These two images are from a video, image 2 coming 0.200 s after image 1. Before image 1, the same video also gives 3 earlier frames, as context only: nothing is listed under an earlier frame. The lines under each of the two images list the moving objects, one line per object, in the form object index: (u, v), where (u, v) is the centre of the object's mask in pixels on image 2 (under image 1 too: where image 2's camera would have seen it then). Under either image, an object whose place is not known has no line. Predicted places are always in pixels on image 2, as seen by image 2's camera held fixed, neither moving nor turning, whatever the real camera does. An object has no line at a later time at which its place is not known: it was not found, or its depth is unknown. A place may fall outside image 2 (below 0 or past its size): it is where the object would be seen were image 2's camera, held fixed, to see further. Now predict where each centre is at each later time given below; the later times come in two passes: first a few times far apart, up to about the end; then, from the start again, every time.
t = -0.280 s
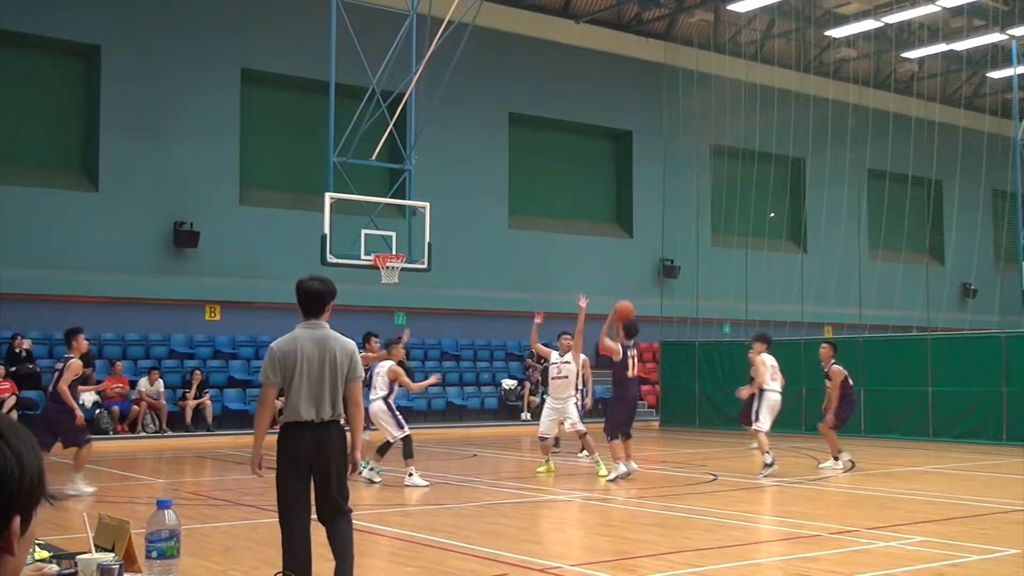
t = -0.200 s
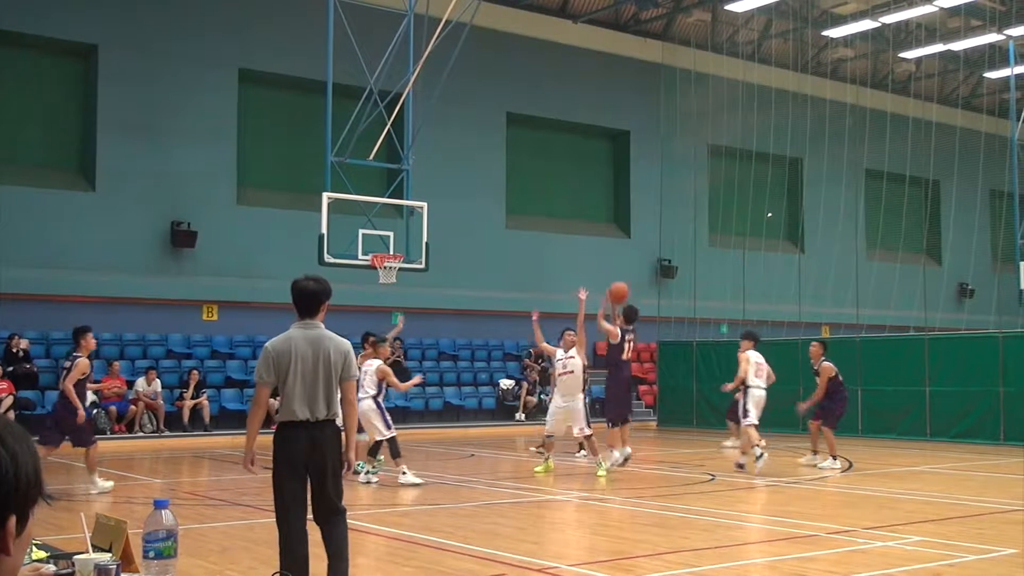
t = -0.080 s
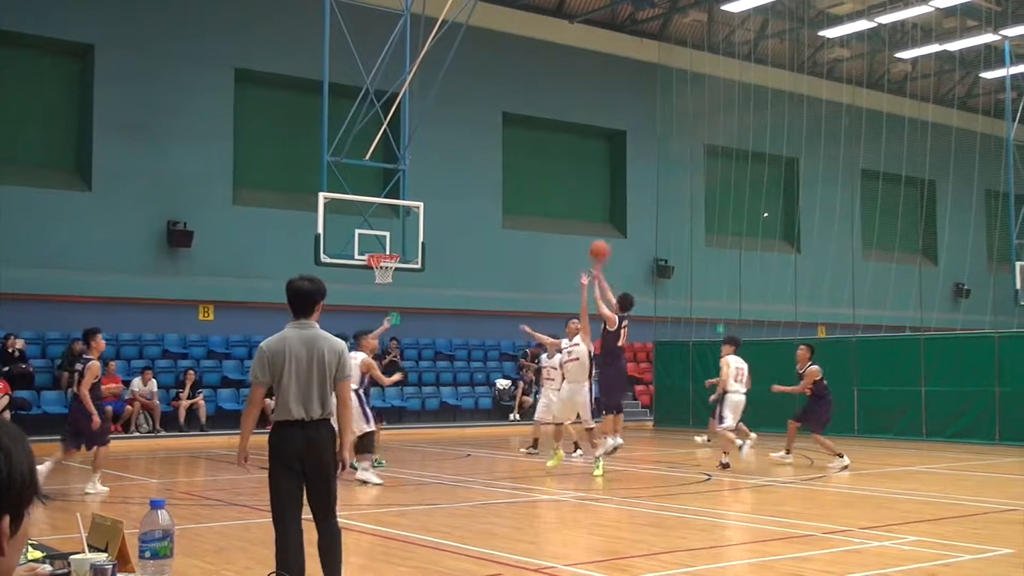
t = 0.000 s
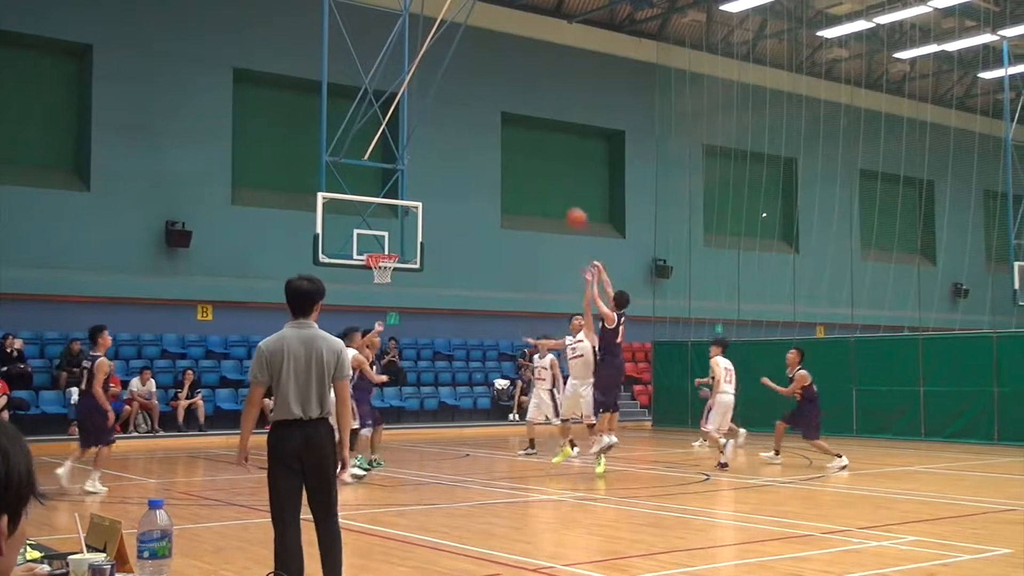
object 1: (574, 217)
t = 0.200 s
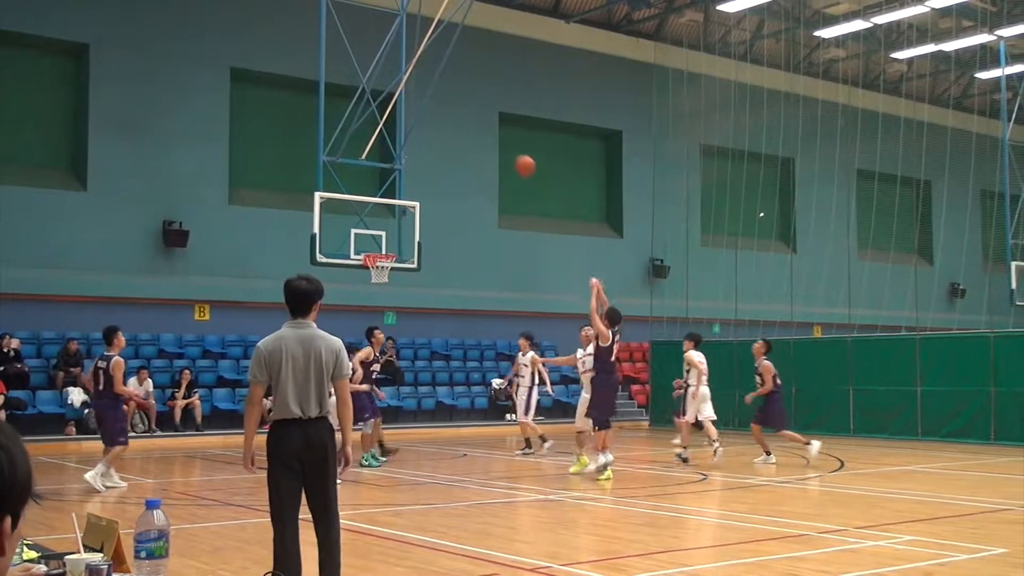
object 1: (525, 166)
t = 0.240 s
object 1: (516, 159)
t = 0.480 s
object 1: (465, 144)
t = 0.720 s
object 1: (420, 169)
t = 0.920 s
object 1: (384, 215)
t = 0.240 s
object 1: (516, 159)
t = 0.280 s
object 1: (507, 153)
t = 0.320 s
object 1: (499, 149)
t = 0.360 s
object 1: (490, 145)
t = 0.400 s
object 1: (481, 144)
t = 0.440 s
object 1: (473, 144)
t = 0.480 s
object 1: (465, 144)
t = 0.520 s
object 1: (457, 146)
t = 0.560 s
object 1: (449, 148)
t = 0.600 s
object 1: (441, 152)
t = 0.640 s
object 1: (434, 157)
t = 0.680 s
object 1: (426, 162)
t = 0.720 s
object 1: (420, 169)
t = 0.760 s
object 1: (413, 177)
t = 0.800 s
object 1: (404, 185)
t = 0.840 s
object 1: (398, 194)
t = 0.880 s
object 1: (391, 206)
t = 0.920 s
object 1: (384, 215)
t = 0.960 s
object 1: (378, 228)
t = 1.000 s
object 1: (371, 242)
